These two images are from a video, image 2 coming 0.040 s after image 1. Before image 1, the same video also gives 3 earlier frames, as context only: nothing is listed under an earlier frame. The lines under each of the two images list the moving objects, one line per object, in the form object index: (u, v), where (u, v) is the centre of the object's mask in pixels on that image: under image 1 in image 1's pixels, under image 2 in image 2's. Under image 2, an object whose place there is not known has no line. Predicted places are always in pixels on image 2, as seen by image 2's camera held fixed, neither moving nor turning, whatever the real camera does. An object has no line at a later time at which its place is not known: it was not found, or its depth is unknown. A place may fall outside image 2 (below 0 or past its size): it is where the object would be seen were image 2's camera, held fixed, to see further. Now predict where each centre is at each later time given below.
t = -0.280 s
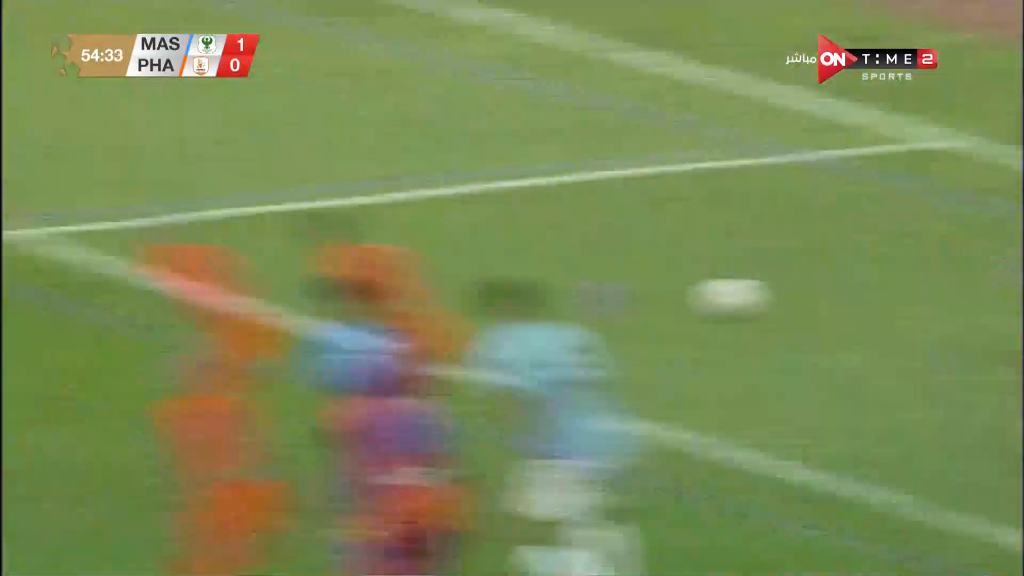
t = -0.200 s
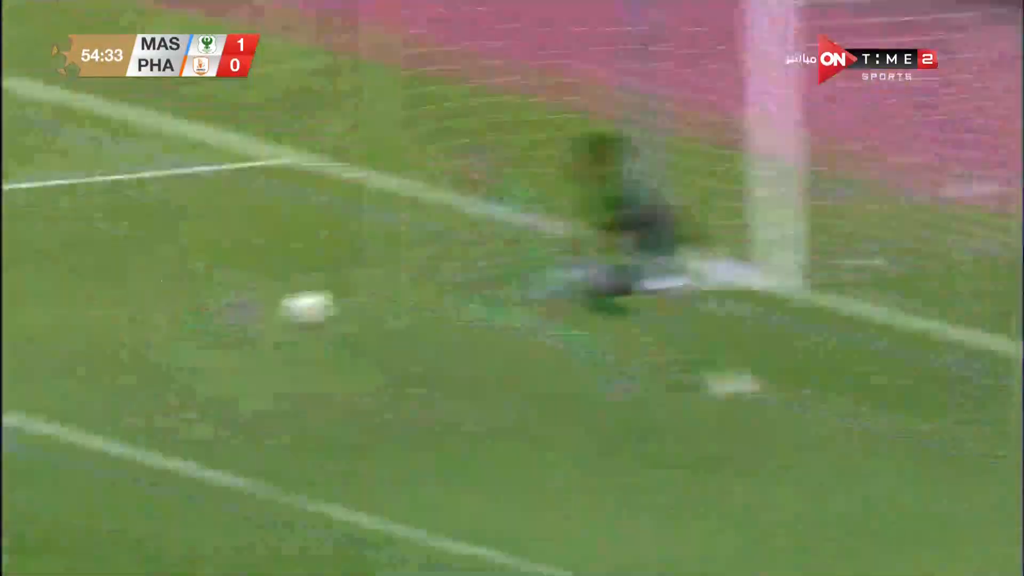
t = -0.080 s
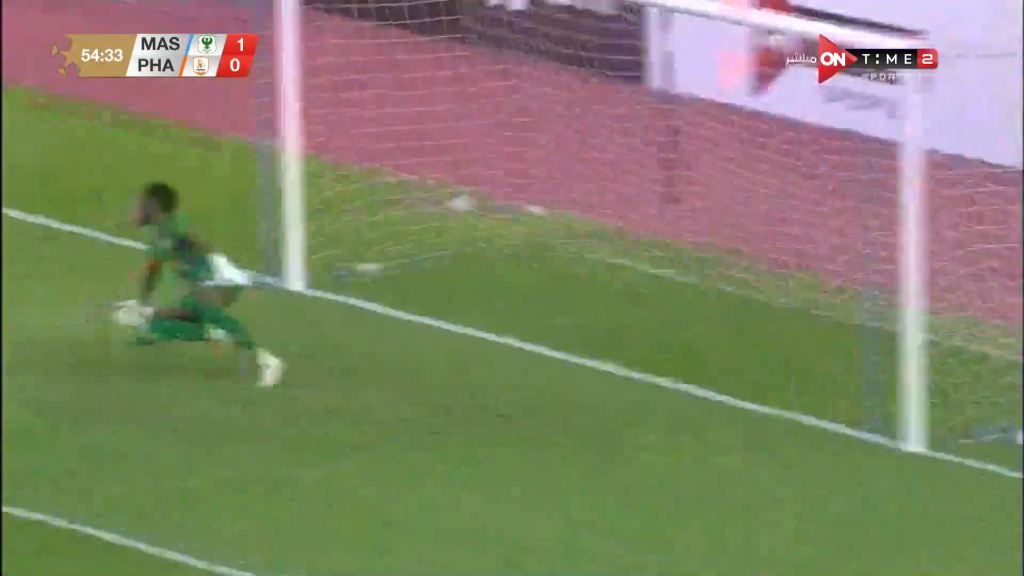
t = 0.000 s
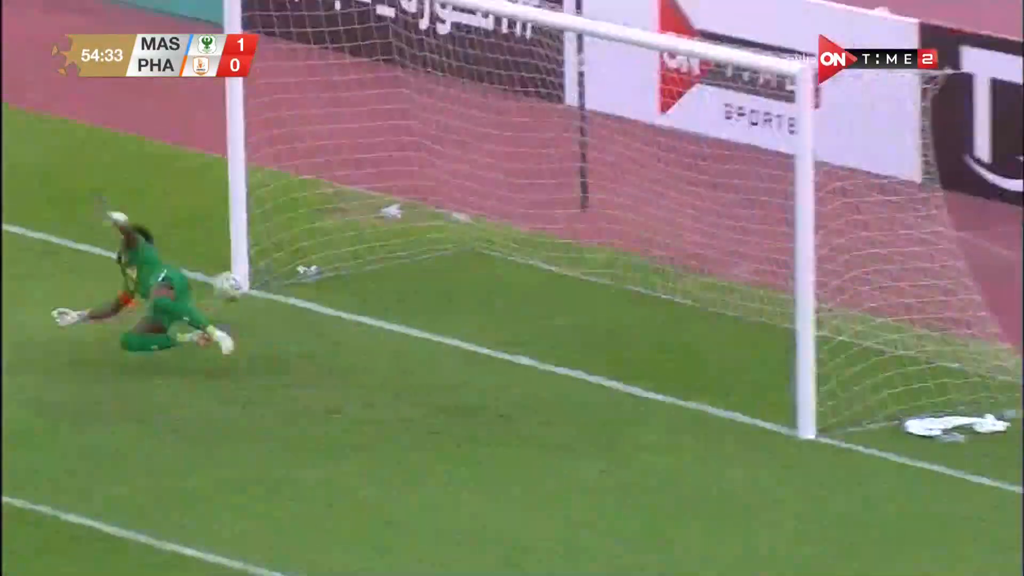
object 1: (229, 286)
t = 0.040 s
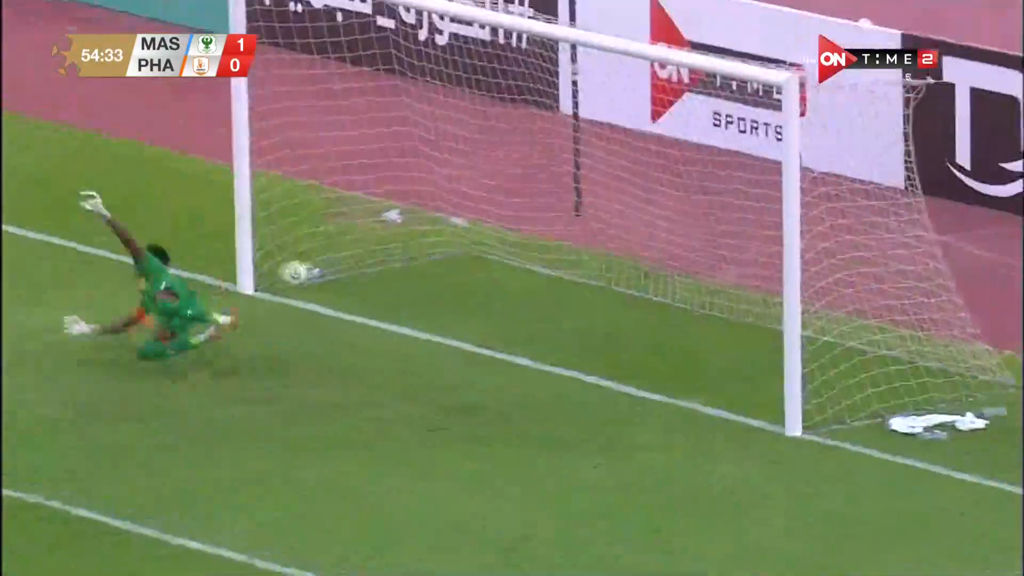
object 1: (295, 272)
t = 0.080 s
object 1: (357, 263)
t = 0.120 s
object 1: (416, 255)
